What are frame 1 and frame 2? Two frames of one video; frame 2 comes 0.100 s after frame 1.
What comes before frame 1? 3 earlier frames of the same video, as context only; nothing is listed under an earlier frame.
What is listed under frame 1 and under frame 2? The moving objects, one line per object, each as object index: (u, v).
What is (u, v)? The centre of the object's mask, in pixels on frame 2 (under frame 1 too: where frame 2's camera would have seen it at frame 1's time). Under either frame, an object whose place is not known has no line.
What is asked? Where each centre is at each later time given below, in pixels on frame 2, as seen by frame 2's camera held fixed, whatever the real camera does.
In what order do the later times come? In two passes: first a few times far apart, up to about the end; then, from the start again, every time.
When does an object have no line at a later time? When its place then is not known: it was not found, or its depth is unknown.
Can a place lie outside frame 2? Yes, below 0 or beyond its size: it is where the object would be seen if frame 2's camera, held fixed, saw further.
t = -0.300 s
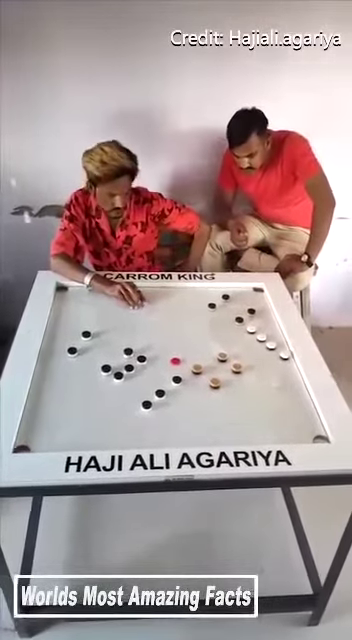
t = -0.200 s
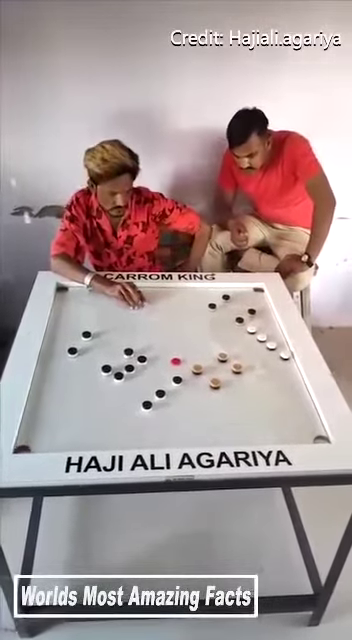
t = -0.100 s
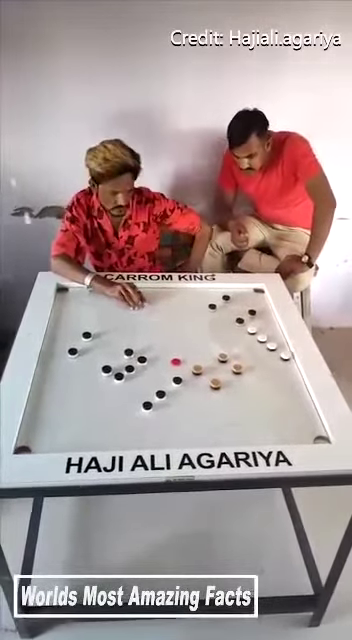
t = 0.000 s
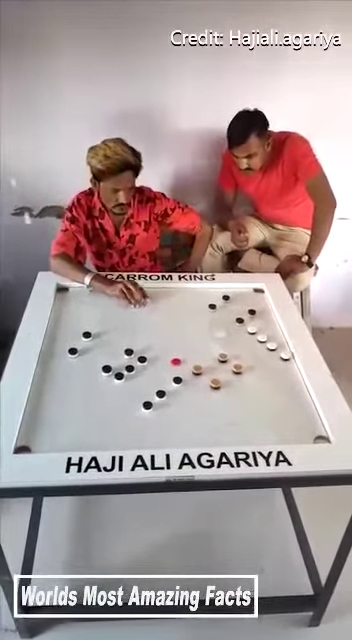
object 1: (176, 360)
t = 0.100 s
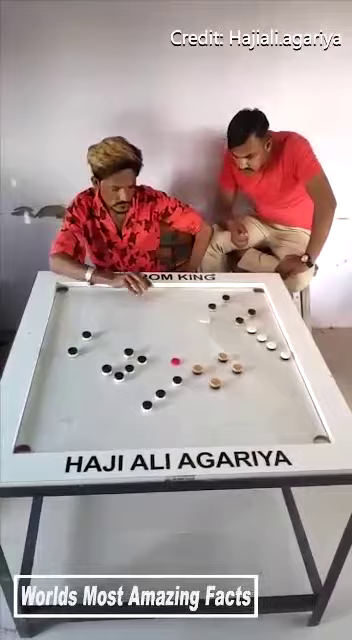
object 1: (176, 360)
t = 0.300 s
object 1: (176, 360)
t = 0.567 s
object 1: (176, 359)
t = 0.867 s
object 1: (176, 360)
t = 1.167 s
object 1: (176, 360)
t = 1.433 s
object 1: (175, 359)
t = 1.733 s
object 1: (175, 359)
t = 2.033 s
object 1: (176, 360)
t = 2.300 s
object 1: (176, 360)
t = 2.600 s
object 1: (198, 342)
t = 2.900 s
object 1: (223, 322)
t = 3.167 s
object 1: (229, 317)
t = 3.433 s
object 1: (233, 313)
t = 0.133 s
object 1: (176, 360)
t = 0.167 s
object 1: (176, 360)
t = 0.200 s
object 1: (176, 359)
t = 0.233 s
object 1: (176, 360)
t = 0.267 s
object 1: (176, 360)
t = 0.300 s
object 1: (176, 360)
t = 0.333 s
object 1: (176, 360)
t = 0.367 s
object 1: (176, 360)
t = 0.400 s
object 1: (176, 360)
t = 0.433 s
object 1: (176, 360)
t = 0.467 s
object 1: (177, 359)
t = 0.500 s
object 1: (176, 359)
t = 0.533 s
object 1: (176, 360)
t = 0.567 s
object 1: (176, 359)
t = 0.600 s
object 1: (176, 359)
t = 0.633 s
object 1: (176, 360)
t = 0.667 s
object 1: (176, 359)
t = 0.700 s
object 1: (176, 360)
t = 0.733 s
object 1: (176, 360)
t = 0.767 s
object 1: (176, 360)
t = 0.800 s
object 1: (176, 360)
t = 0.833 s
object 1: (176, 359)
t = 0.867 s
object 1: (176, 360)
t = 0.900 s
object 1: (176, 359)
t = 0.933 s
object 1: (176, 360)
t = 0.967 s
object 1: (176, 360)
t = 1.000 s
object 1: (176, 359)
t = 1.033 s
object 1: (176, 360)
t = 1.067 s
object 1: (176, 359)
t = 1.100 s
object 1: (176, 360)
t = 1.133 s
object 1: (175, 360)
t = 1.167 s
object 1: (176, 360)
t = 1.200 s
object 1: (176, 360)
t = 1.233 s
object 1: (175, 360)
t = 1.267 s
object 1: (176, 359)
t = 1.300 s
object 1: (176, 359)
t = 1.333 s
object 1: (176, 359)
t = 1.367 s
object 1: (176, 359)
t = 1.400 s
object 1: (175, 360)
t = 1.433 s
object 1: (175, 359)
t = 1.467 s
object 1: (175, 359)
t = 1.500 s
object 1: (175, 359)
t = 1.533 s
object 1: (175, 359)
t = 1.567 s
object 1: (176, 359)
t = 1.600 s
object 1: (175, 359)
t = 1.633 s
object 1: (176, 359)
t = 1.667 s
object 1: (176, 359)
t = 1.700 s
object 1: (175, 359)
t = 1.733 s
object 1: (175, 359)
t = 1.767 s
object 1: (176, 359)
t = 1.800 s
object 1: (176, 359)
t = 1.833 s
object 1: (175, 359)
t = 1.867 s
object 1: (175, 359)
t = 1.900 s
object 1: (175, 359)
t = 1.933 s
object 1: (176, 359)
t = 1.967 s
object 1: (176, 359)
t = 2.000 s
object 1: (176, 359)
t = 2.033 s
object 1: (176, 360)
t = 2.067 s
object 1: (176, 360)
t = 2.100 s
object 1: (176, 360)
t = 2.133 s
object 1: (176, 360)
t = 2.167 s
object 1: (176, 360)
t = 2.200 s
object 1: (176, 360)
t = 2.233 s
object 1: (176, 360)
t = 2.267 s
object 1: (176, 360)
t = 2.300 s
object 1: (176, 360)
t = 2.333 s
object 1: (176, 360)
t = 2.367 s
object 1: (176, 360)
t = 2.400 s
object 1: (179, 358)
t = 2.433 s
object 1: (183, 355)
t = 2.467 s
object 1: (187, 351)
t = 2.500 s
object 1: (189, 349)
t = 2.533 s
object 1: (192, 347)
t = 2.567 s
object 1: (195, 345)
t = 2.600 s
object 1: (198, 342)
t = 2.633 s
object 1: (201, 340)
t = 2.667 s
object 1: (204, 337)
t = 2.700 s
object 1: (207, 334)
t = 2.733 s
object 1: (210, 332)
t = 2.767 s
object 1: (213, 330)
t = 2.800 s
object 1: (215, 328)
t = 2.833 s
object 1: (218, 326)
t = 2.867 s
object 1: (221, 323)
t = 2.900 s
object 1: (223, 322)
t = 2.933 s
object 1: (225, 320)
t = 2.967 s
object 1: (225, 320)
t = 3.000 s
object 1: (226, 319)
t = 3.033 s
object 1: (227, 318)
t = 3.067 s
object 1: (227, 318)
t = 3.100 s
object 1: (227, 318)
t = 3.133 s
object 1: (228, 317)
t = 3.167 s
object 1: (229, 317)
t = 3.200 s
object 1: (229, 317)
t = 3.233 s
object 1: (229, 316)
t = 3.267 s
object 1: (230, 316)
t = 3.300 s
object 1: (230, 316)
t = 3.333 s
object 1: (230, 315)
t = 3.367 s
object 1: (232, 314)
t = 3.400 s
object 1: (232, 314)
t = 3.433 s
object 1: (233, 313)
